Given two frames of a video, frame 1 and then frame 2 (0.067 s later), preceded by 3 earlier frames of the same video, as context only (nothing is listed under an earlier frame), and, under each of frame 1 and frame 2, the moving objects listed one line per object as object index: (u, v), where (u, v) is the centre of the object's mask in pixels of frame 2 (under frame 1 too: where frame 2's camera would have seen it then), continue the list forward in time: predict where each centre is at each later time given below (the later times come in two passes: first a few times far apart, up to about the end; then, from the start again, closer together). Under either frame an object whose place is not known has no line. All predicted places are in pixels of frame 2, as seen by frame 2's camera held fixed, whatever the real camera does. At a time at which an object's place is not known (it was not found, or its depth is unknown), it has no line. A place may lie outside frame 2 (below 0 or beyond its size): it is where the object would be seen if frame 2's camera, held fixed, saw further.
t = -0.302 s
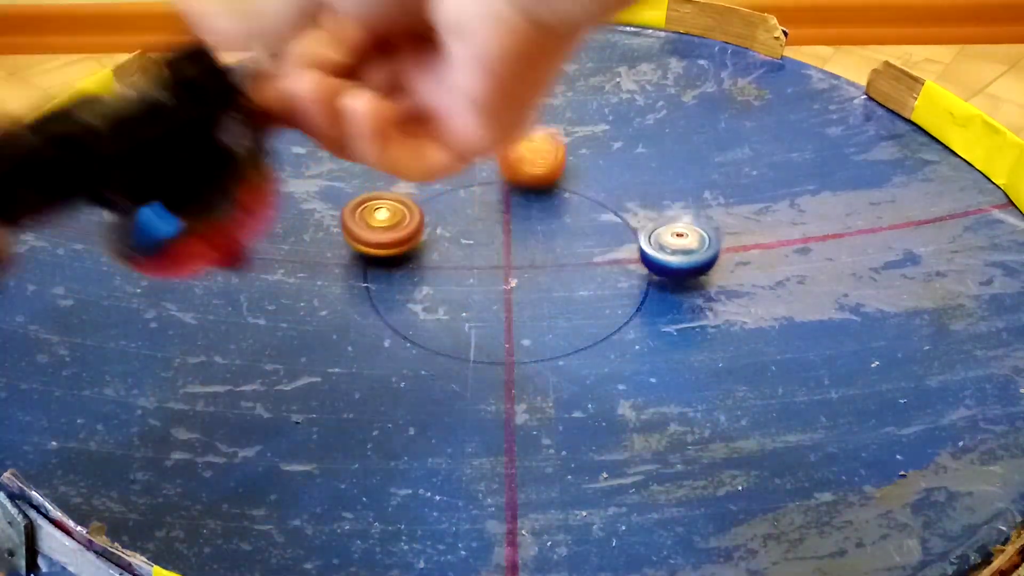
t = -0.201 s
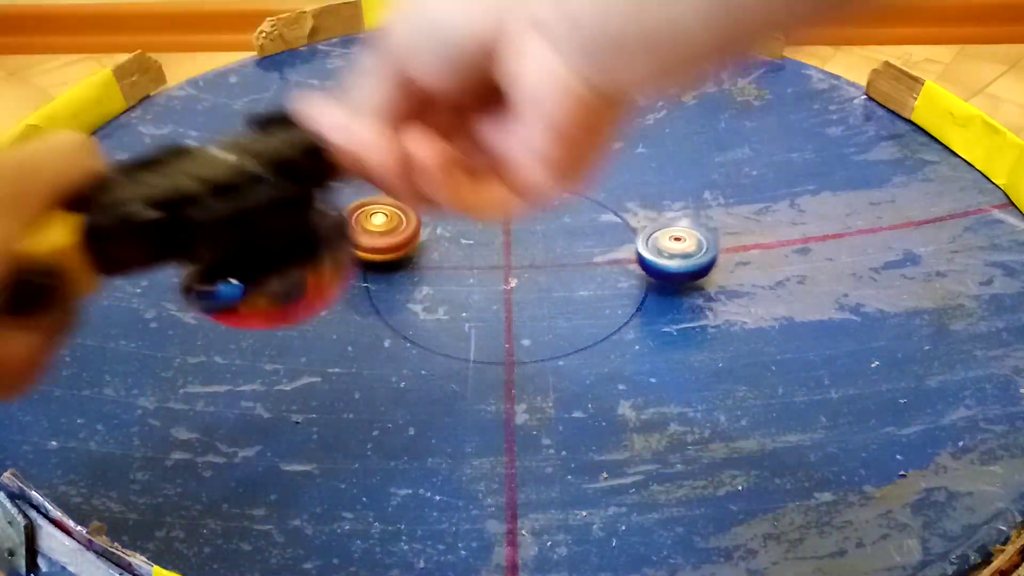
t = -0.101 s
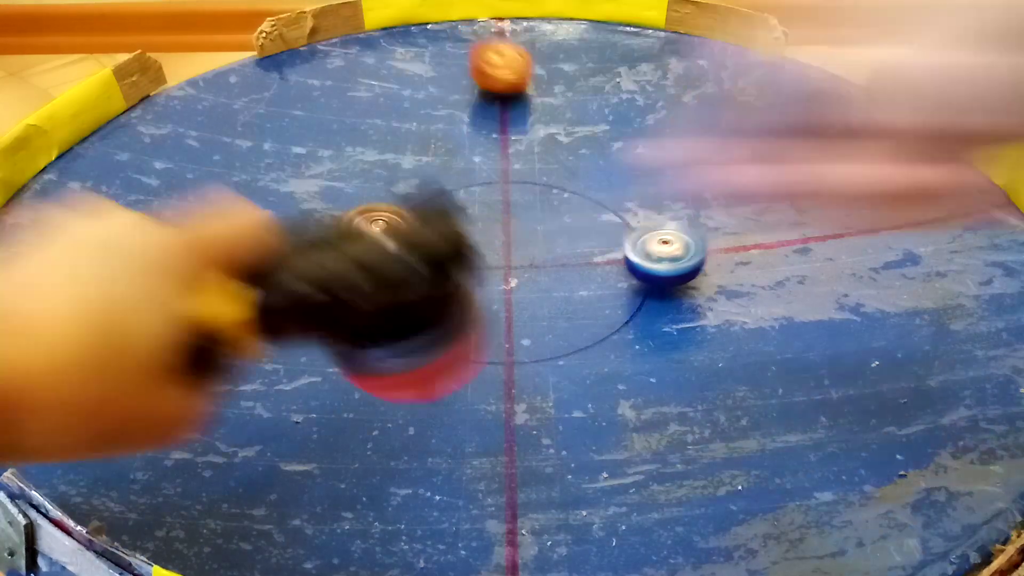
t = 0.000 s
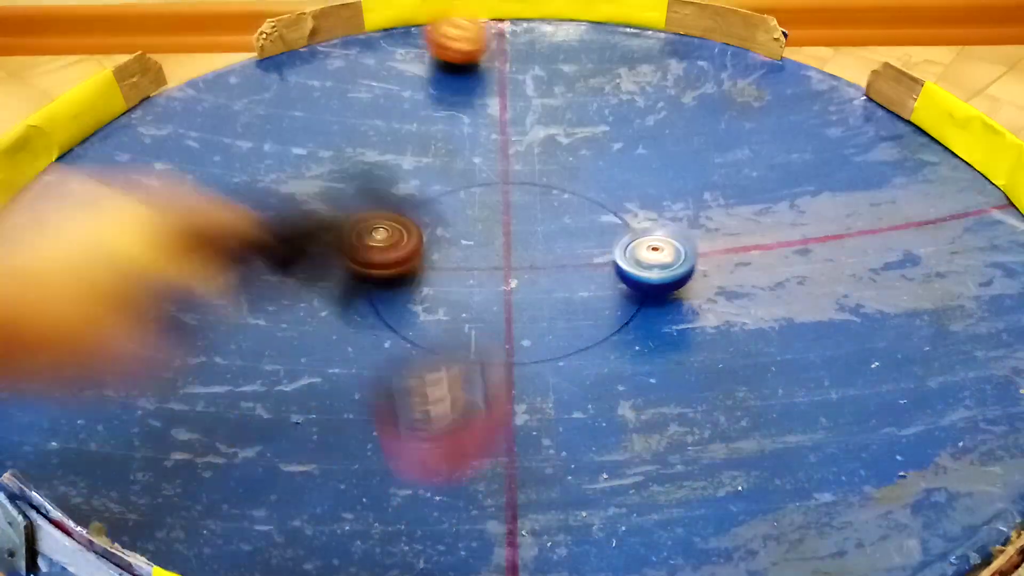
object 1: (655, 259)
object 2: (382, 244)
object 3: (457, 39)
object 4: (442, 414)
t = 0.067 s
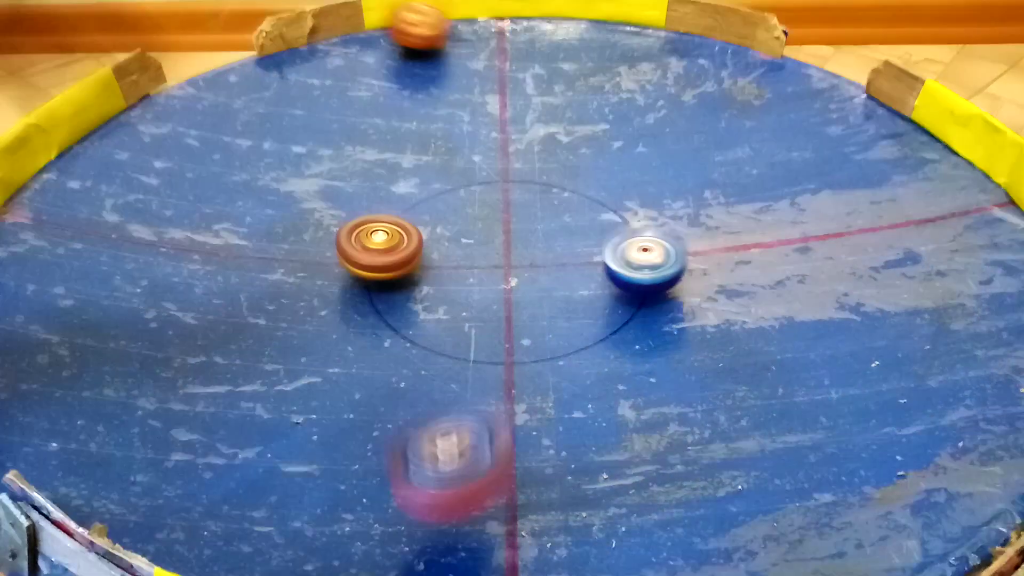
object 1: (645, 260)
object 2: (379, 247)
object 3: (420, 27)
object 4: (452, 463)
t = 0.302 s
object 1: (594, 261)
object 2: (390, 259)
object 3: (276, 102)
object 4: (452, 381)
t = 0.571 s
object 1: (519, 242)
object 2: (386, 158)
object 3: (347, 279)
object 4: (447, 427)
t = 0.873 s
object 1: (473, 207)
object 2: (545, 67)
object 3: (744, 304)
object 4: (599, 549)
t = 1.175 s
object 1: (481, 178)
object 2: (690, 88)
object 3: (937, 181)
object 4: (702, 303)
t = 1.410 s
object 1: (460, 195)
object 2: (721, 148)
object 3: (855, 112)
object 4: (563, 139)
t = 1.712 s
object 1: (339, 218)
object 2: (669, 230)
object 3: (603, 149)
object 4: (409, 69)
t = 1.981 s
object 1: (287, 220)
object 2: (548, 287)
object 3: (437, 285)
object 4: (181, 82)
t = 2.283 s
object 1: (300, 235)
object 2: (373, 284)
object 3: (535, 439)
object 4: (236, 370)
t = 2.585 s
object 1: (266, 162)
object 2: (403, 307)
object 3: (916, 408)
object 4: (774, 350)
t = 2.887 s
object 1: (344, 137)
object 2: (421, 310)
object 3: (985, 230)
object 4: (880, 108)
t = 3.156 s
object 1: (447, 181)
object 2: (450, 301)
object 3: (790, 138)
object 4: (547, 63)
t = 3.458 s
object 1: (534, 242)
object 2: (461, 295)
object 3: (514, 136)
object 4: (189, 144)
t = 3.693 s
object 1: (597, 274)
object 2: (457, 300)
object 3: (319, 187)
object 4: (39, 342)
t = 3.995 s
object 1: (627, 313)
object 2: (464, 286)
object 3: (187, 327)
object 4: (512, 520)
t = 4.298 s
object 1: (592, 299)
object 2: (499, 261)
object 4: (843, 273)
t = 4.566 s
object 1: (665, 210)
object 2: (496, 226)
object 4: (707, 90)
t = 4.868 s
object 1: (816, 39)
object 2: (499, 195)
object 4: (442, 42)
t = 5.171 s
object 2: (505, 190)
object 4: (187, 168)
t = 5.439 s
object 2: (500, 195)
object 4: (312, 378)
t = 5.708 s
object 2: (487, 205)
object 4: (749, 389)
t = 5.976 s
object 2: (477, 214)
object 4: (923, 211)
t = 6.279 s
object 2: (550, 217)
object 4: (729, 81)
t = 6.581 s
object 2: (623, 237)
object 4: (443, 118)
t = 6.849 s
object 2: (641, 251)
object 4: (274, 274)
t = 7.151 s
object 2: (634, 258)
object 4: (492, 456)
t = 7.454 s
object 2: (599, 249)
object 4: (803, 323)
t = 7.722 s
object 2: (569, 240)
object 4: (680, 167)
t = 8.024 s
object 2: (565, 233)
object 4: (417, 124)
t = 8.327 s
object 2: (582, 239)
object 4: (201, 226)
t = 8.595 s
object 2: (575, 233)
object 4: (341, 363)
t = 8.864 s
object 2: (588, 227)
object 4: (635, 308)
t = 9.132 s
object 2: (575, 232)
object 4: (683, 165)
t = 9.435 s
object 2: (556, 235)
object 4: (524, 103)
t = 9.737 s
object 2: (516, 248)
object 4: (370, 195)
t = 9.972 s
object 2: (488, 253)
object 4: (298, 186)
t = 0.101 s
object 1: (639, 262)
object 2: (380, 250)
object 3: (398, 26)
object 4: (450, 436)
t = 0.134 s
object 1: (635, 262)
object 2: (380, 252)
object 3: (378, 37)
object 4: (449, 419)
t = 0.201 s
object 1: (624, 262)
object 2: (383, 255)
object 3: (332, 54)
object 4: (451, 426)
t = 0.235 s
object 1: (614, 262)
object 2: (385, 256)
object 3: (311, 67)
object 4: (450, 402)
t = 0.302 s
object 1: (594, 261)
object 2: (390, 259)
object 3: (276, 102)
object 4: (452, 381)
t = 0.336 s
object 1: (583, 261)
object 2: (393, 261)
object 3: (263, 123)
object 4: (449, 362)
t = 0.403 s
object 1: (563, 258)
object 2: (397, 265)
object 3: (255, 169)
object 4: (442, 331)
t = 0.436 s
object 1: (553, 255)
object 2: (398, 263)
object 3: (261, 193)
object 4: (439, 323)
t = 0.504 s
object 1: (533, 248)
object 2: (387, 207)
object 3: (293, 239)
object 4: (450, 374)
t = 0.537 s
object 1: (526, 245)
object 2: (385, 181)
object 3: (317, 260)
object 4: (451, 401)
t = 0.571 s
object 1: (519, 242)
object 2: (386, 158)
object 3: (347, 279)
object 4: (447, 427)
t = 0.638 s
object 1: (507, 236)
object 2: (405, 123)
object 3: (424, 306)
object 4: (436, 483)
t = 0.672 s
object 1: (502, 231)
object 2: (422, 110)
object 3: (468, 317)
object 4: (435, 514)
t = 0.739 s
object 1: (492, 223)
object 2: (464, 88)
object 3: (562, 323)
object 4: (451, 543)
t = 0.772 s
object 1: (486, 221)
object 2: (486, 81)
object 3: (607, 322)
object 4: (473, 553)
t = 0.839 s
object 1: (477, 211)
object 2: (526, 70)
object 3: (700, 313)
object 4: (551, 554)
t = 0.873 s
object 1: (473, 207)
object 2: (545, 67)
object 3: (744, 304)
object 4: (599, 549)
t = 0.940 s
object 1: (469, 200)
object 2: (581, 65)
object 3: (815, 280)
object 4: (679, 530)
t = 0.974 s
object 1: (468, 195)
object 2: (599, 66)
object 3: (845, 267)
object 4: (707, 508)
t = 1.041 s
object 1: (470, 186)
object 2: (635, 69)
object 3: (894, 237)
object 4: (734, 441)
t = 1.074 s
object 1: (471, 184)
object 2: (652, 73)
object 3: (911, 222)
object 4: (736, 401)
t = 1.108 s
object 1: (473, 181)
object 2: (667, 78)
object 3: (925, 207)
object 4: (731, 367)
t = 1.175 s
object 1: (481, 178)
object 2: (690, 88)
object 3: (937, 181)
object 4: (702, 303)
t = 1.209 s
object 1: (484, 177)
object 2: (699, 96)
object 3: (938, 169)
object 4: (685, 277)
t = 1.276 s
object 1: (491, 180)
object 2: (710, 111)
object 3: (931, 145)
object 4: (634, 226)
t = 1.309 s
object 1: (495, 181)
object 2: (713, 119)
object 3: (921, 133)
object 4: (609, 200)
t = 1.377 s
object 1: (480, 189)
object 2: (719, 139)
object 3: (881, 116)
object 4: (571, 159)
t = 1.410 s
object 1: (460, 195)
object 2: (721, 148)
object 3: (855, 112)
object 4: (563, 139)
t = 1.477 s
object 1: (424, 201)
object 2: (722, 166)
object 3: (805, 105)
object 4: (538, 108)
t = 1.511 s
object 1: (409, 206)
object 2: (719, 175)
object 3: (777, 105)
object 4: (524, 93)
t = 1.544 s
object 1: (396, 208)
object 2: (715, 184)
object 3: (750, 108)
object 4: (505, 80)
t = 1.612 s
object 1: (372, 213)
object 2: (702, 203)
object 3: (691, 119)
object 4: (470, 70)
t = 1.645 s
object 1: (361, 214)
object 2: (693, 213)
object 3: (663, 127)
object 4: (450, 70)
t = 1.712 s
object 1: (339, 218)
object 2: (669, 230)
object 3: (603, 149)
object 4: (409, 69)
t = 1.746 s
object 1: (327, 216)
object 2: (658, 239)
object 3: (574, 161)
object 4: (388, 70)
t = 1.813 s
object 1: (310, 216)
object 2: (629, 258)
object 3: (524, 191)
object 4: (337, 66)
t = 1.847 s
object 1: (303, 217)
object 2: (613, 266)
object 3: (501, 208)
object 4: (310, 66)
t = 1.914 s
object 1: (294, 218)
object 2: (582, 279)
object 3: (463, 246)
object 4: (250, 70)
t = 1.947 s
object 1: (291, 219)
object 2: (567, 283)
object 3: (447, 265)
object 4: (220, 75)
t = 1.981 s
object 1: (287, 220)
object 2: (548, 287)
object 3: (437, 285)
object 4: (181, 82)
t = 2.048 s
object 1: (283, 223)
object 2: (510, 293)
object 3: (429, 325)
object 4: (129, 123)
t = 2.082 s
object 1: (283, 223)
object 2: (492, 293)
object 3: (430, 345)
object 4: (113, 156)
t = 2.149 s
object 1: (285, 225)
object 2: (440, 292)
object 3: (445, 381)
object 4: (105, 228)
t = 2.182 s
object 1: (287, 228)
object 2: (419, 290)
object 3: (462, 398)
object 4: (119, 266)
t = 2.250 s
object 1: (295, 231)
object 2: (385, 286)
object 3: (507, 427)
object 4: (182, 338)
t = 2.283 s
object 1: (300, 235)
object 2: (373, 284)
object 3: (535, 439)
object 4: (236, 370)
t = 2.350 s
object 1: (291, 228)
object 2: (374, 286)
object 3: (600, 453)
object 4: (362, 415)
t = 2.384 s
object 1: (279, 216)
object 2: (384, 293)
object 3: (635, 454)
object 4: (434, 426)
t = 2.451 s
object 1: (262, 195)
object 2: (399, 301)
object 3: (709, 443)
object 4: (577, 423)
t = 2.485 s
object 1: (259, 184)
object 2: (402, 303)
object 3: (767, 439)
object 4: (627, 409)
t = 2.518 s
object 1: (260, 176)
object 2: (403, 305)
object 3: (825, 433)
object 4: (680, 392)
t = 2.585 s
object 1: (266, 162)
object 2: (403, 307)
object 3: (916, 408)
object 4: (774, 350)
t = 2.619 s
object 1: (271, 155)
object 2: (403, 308)
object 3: (950, 392)
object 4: (815, 322)
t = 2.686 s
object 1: (284, 146)
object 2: (405, 309)
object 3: (983, 353)
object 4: (883, 267)
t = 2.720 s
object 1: (292, 143)
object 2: (407, 309)
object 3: (991, 330)
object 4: (903, 236)
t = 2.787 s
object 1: (309, 138)
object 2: (412, 309)
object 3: (997, 289)
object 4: (923, 180)
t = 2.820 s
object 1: (319, 137)
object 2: (415, 309)
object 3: (997, 266)
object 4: (920, 153)
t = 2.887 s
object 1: (344, 137)
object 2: (421, 310)
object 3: (985, 230)
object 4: (880, 108)
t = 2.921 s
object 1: (357, 139)
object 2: (424, 309)
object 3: (974, 214)
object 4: (841, 92)
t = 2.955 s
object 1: (372, 145)
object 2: (427, 309)
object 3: (955, 198)
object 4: (796, 80)
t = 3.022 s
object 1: (399, 153)
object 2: (434, 307)
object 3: (907, 173)
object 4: (711, 66)
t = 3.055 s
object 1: (413, 160)
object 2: (439, 306)
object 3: (878, 163)
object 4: (670, 61)
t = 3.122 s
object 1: (436, 173)
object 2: (447, 302)
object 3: (820, 146)
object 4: (585, 60)
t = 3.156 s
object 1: (447, 181)
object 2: (450, 301)
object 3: (790, 138)
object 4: (547, 63)
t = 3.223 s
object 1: (466, 195)
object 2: (458, 298)
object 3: (728, 130)
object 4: (466, 67)
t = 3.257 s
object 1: (476, 203)
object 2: (462, 296)
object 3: (696, 127)
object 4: (427, 73)
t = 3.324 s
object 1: (493, 218)
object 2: (463, 293)
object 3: (635, 127)
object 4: (345, 89)
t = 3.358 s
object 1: (501, 226)
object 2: (463, 290)
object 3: (603, 128)
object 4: (303, 100)
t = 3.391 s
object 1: (511, 235)
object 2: (465, 288)
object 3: (574, 130)
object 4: (265, 113)
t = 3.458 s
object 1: (534, 242)
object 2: (461, 295)
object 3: (514, 136)
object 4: (189, 144)
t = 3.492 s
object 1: (545, 246)
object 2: (460, 298)
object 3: (483, 141)
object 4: (152, 164)
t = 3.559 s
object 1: (564, 254)
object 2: (458, 300)
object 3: (425, 153)
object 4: (85, 210)
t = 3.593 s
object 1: (573, 259)
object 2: (458, 301)
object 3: (397, 159)
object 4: (63, 240)
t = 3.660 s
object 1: (588, 269)
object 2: (457, 300)
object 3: (345, 177)
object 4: (40, 304)
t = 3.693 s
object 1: (597, 274)
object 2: (457, 300)
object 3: (319, 187)
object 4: (39, 342)
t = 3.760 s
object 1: (611, 284)
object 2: (458, 299)
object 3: (273, 209)
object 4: (60, 413)
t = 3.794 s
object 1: (618, 288)
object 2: (458, 299)
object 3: (252, 224)
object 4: (95, 451)
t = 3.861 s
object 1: (624, 300)
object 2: (458, 296)
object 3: (214, 254)
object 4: (208, 505)
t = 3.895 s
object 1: (627, 304)
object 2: (458, 294)
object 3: (202, 271)
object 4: (281, 517)
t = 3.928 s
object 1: (630, 309)
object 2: (458, 292)
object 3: (192, 290)
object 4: (354, 522)
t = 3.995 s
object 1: (627, 313)
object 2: (464, 286)
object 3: (187, 327)
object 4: (512, 520)
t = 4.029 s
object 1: (625, 315)
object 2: (468, 283)
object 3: (193, 345)
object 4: (586, 510)
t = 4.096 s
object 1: (620, 317)
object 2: (472, 277)
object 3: (225, 378)
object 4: (701, 464)
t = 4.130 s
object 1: (617, 315)
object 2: (476, 274)
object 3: (249, 393)
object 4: (748, 435)
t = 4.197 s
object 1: (607, 310)
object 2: (485, 270)
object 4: (813, 370)
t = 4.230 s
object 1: (602, 307)
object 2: (491, 267)
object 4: (831, 337)
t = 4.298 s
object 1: (592, 299)
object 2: (499, 261)
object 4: (843, 273)
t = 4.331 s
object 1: (588, 294)
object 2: (503, 258)
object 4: (839, 240)
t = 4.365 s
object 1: (586, 288)
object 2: (508, 254)
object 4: (831, 216)
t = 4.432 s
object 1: (583, 278)
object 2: (512, 247)
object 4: (796, 166)
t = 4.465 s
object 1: (600, 272)
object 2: (505, 242)
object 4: (777, 145)
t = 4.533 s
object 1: (637, 248)
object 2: (496, 231)
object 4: (731, 106)
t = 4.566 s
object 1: (665, 210)
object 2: (496, 226)
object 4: (707, 90)
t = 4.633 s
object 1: (708, 164)
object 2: (495, 216)
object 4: (648, 67)
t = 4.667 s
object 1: (727, 139)
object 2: (495, 212)
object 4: (620, 55)
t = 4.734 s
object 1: (758, 100)
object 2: (497, 205)
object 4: (566, 46)
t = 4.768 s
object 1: (773, 86)
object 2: (497, 203)
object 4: (537, 42)
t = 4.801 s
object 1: (790, 69)
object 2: (498, 201)
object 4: (504, 40)
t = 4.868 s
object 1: (816, 39)
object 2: (499, 195)
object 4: (442, 42)
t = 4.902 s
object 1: (832, 34)
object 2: (499, 194)
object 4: (409, 46)
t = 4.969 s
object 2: (498, 192)
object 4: (343, 58)
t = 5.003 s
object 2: (499, 191)
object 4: (313, 71)
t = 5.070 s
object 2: (502, 189)
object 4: (251, 101)
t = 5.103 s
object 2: (503, 189)
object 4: (227, 122)
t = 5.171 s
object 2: (505, 190)
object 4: (187, 168)
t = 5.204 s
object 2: (506, 190)
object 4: (176, 196)
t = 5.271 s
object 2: (507, 191)
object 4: (176, 254)
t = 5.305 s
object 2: (508, 191)
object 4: (186, 283)
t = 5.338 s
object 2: (507, 192)
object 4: (207, 310)
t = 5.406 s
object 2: (502, 194)
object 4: (272, 361)
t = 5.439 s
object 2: (500, 195)
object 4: (312, 378)
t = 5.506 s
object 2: (497, 198)
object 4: (414, 408)
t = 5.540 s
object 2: (494, 199)
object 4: (469, 417)
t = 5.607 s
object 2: (488, 203)
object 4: (587, 420)
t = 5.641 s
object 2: (487, 204)
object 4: (645, 413)
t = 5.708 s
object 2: (487, 205)
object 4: (749, 389)
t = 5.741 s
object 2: (486, 206)
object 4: (796, 372)
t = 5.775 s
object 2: (485, 207)
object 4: (834, 354)
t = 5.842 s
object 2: (482, 210)
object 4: (894, 307)
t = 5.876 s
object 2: (482, 211)
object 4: (913, 283)
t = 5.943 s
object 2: (479, 213)
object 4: (926, 232)
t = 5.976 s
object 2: (477, 214)
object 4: (923, 211)
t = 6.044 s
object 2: (478, 219)
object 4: (906, 166)
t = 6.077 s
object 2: (478, 221)
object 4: (886, 149)
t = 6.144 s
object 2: (485, 222)
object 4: (845, 117)
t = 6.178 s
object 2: (504, 218)
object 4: (820, 102)
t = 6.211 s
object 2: (522, 216)
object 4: (789, 92)
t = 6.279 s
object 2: (550, 217)
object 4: (729, 81)
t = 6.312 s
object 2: (562, 220)
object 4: (693, 75)
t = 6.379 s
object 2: (582, 224)
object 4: (632, 77)
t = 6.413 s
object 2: (592, 227)
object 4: (600, 77)
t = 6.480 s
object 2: (607, 232)
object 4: (537, 89)
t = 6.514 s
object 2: (613, 233)
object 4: (504, 97)
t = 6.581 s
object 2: (623, 237)
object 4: (443, 118)
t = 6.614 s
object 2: (625, 239)
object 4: (416, 130)
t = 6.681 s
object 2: (630, 242)
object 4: (362, 161)
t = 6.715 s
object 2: (632, 244)
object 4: (334, 183)
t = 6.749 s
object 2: (634, 245)
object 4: (315, 201)
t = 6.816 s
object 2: (639, 249)
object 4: (283, 249)
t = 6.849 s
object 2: (641, 251)
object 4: (274, 274)
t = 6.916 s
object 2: (643, 254)
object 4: (274, 326)
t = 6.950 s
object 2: (643, 255)
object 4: (284, 351)
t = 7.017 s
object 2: (639, 256)
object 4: (328, 396)
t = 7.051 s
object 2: (638, 256)
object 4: (358, 417)
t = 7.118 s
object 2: (635, 257)
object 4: (441, 448)
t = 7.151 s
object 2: (634, 258)
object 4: (492, 456)
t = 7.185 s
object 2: (632, 258)
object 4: (543, 459)
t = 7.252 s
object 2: (624, 255)
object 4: (646, 447)
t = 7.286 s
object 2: (619, 253)
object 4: (688, 435)
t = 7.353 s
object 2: (610, 251)
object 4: (758, 396)
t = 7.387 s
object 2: (606, 250)
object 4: (779, 373)
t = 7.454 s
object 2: (599, 249)
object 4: (803, 323)
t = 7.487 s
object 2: (595, 248)
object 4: (803, 296)
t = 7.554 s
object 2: (586, 246)
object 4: (781, 251)
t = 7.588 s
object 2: (581, 245)
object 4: (766, 232)
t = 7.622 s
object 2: (578, 244)
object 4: (748, 212)
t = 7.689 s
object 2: (571, 241)
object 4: (706, 180)
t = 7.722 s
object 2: (569, 240)
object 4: (680, 167)
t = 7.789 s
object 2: (561, 237)
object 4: (627, 147)
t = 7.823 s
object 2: (556, 235)
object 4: (596, 139)
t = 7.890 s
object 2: (546, 234)
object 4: (538, 128)
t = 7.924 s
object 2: (542, 234)
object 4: (507, 125)
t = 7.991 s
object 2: (551, 233)
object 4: (447, 122)
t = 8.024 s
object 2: (565, 233)
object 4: (417, 124)
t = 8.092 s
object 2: (579, 232)
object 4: (358, 132)
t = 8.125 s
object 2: (583, 233)
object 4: (327, 140)
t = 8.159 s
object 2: (584, 234)
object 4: (302, 150)
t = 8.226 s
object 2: (581, 235)
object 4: (251, 174)
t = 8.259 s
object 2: (581, 236)
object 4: (230, 190)
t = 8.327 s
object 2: (582, 239)
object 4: (201, 226)
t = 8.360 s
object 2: (583, 240)
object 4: (196, 250)
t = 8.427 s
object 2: (578, 241)
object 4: (203, 289)
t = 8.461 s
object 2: (575, 240)
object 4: (216, 308)
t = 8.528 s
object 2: (572, 238)
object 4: (267, 344)
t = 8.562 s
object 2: (573, 236)
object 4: (303, 355)
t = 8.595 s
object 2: (575, 233)
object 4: (341, 363)
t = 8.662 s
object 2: (577, 228)
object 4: (427, 371)
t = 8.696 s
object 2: (579, 227)
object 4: (470, 368)
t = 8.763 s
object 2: (581, 226)
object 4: (548, 352)
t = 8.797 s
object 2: (583, 226)
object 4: (580, 341)
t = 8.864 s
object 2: (588, 227)
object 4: (635, 308)
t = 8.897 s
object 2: (589, 229)
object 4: (658, 290)
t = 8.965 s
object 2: (587, 231)
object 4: (687, 252)
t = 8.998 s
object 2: (584, 231)
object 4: (693, 234)
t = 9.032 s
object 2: (582, 231)
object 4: (695, 216)
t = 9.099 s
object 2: (577, 231)
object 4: (691, 181)
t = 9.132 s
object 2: (575, 232)
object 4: (683, 165)
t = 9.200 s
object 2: (572, 232)
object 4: (660, 138)
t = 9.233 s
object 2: (571, 233)
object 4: (645, 127)
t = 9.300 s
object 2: (568, 233)
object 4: (605, 113)
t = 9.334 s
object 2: (565, 233)
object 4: (585, 107)
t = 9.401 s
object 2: (559, 234)
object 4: (545, 100)
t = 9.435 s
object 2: (556, 235)
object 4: (524, 103)
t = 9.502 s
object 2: (549, 237)
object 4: (482, 112)
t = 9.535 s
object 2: (541, 238)
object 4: (460, 117)
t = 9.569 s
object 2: (534, 240)
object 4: (441, 127)
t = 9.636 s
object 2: (529, 241)
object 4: (406, 153)
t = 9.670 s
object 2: (525, 244)
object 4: (391, 165)
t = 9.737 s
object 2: (516, 248)
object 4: (370, 195)
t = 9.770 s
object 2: (513, 250)
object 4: (360, 201)
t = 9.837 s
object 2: (503, 250)
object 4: (332, 191)
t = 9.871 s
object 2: (499, 252)
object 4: (323, 188)
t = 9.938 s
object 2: (491, 253)
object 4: (305, 185)
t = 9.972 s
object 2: (488, 253)
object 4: (298, 186)
